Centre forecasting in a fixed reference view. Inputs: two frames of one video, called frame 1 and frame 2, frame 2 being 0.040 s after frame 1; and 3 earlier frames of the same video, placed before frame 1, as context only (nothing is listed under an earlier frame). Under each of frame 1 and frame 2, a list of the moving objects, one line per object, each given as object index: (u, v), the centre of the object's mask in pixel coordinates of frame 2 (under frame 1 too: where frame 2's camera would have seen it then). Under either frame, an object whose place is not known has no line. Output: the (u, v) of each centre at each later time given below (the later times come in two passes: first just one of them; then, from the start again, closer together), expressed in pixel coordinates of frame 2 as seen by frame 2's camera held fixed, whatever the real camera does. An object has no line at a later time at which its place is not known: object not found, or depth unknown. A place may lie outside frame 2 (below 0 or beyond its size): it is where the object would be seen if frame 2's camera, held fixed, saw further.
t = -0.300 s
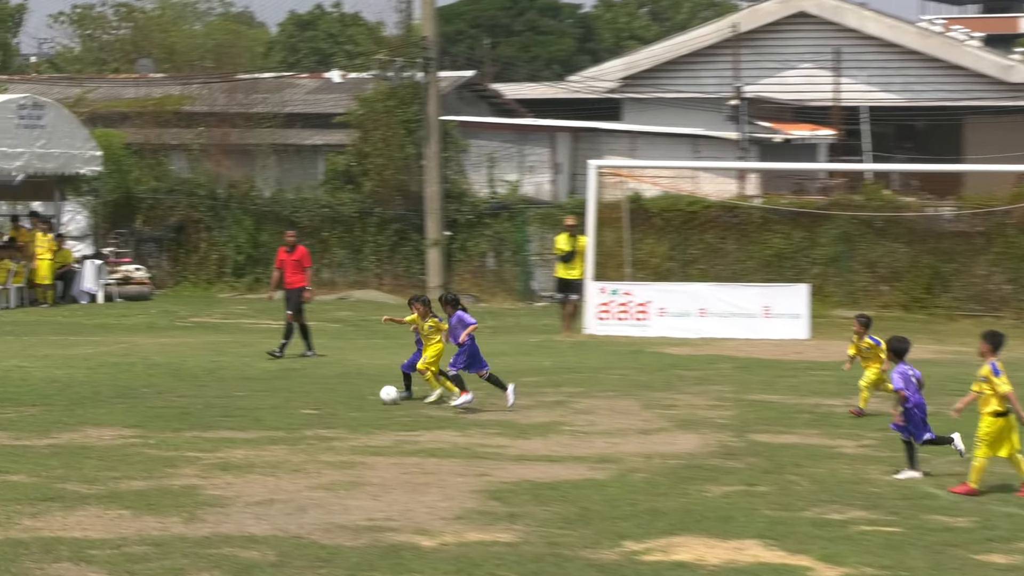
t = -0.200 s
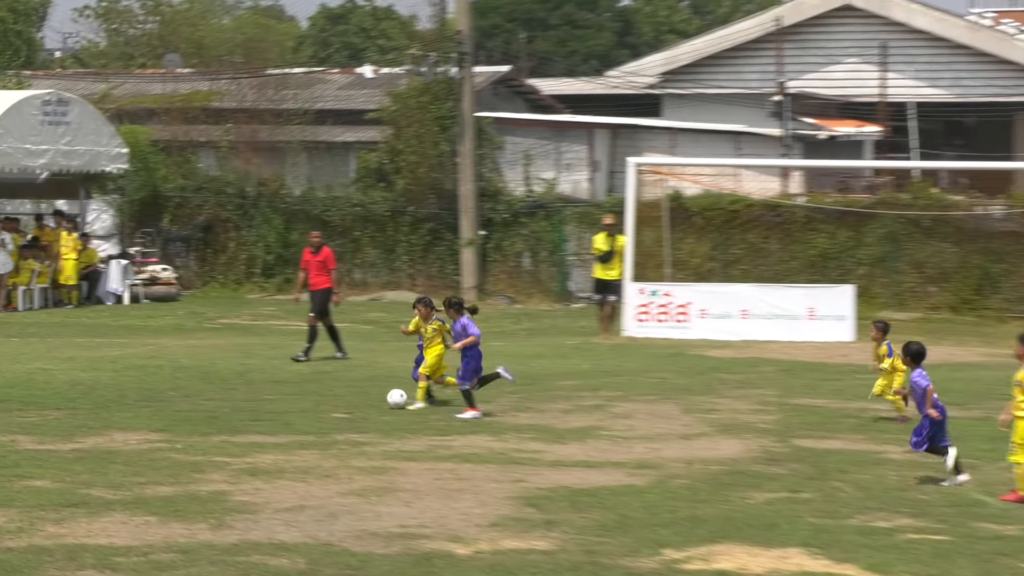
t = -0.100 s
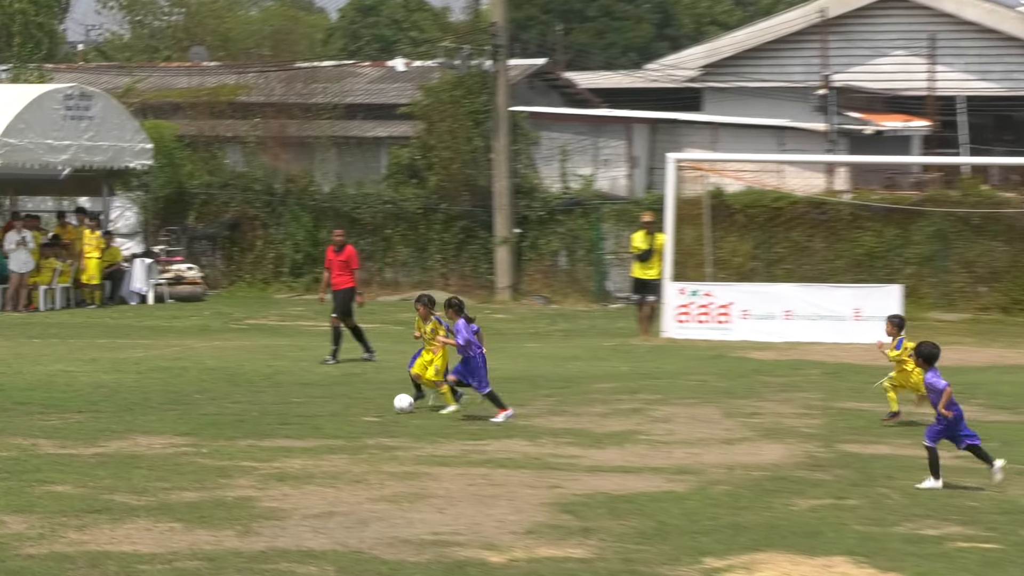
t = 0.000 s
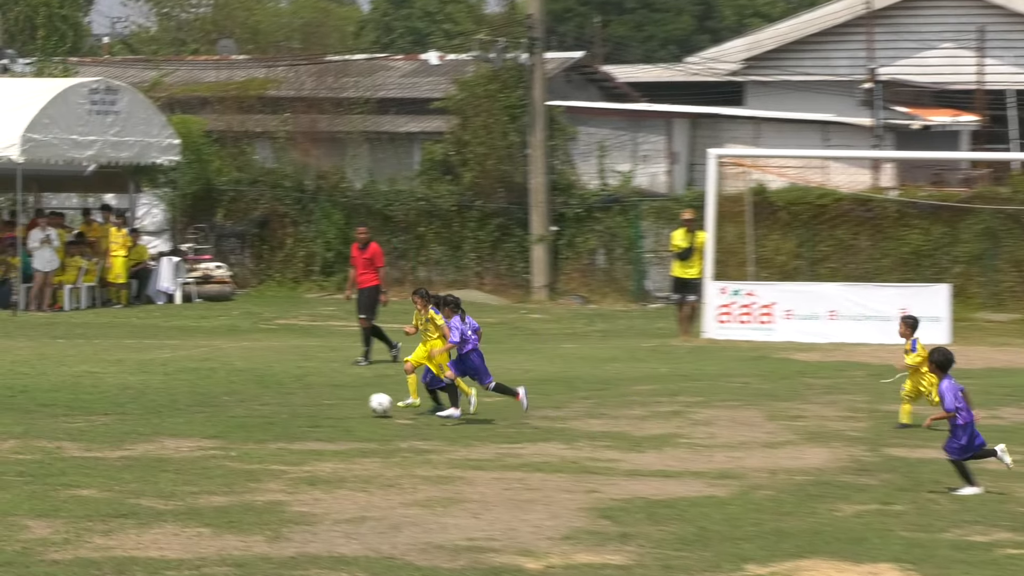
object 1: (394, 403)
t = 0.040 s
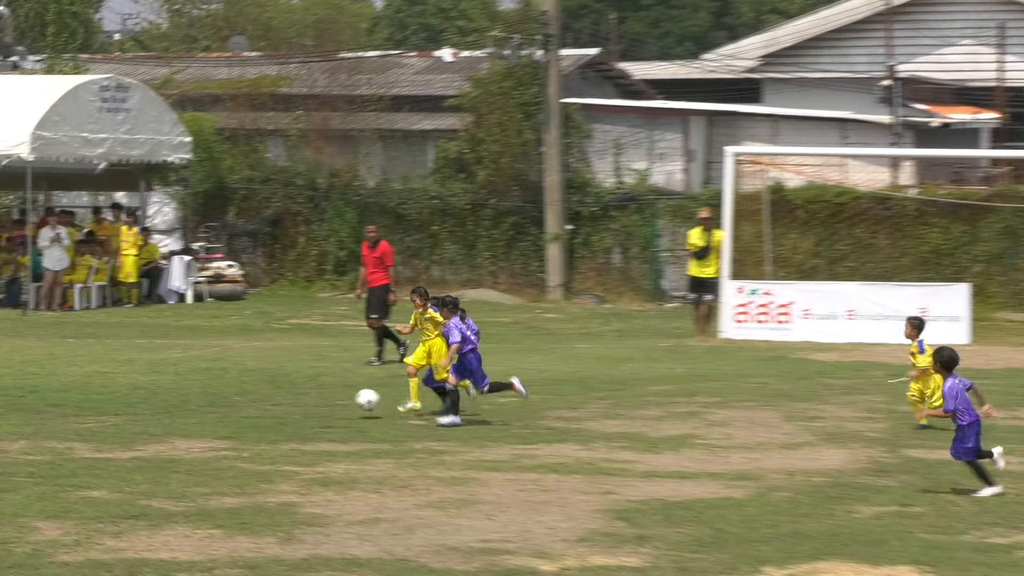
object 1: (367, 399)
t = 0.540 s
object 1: (79, 411)
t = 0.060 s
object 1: (354, 398)
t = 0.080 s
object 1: (341, 397)
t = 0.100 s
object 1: (328, 396)
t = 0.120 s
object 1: (314, 396)
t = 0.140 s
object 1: (301, 397)
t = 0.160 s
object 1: (288, 398)
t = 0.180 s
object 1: (275, 394)
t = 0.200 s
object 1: (259, 396)
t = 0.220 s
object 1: (247, 396)
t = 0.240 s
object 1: (234, 400)
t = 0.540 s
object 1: (79, 411)
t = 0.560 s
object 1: (72, 411)
